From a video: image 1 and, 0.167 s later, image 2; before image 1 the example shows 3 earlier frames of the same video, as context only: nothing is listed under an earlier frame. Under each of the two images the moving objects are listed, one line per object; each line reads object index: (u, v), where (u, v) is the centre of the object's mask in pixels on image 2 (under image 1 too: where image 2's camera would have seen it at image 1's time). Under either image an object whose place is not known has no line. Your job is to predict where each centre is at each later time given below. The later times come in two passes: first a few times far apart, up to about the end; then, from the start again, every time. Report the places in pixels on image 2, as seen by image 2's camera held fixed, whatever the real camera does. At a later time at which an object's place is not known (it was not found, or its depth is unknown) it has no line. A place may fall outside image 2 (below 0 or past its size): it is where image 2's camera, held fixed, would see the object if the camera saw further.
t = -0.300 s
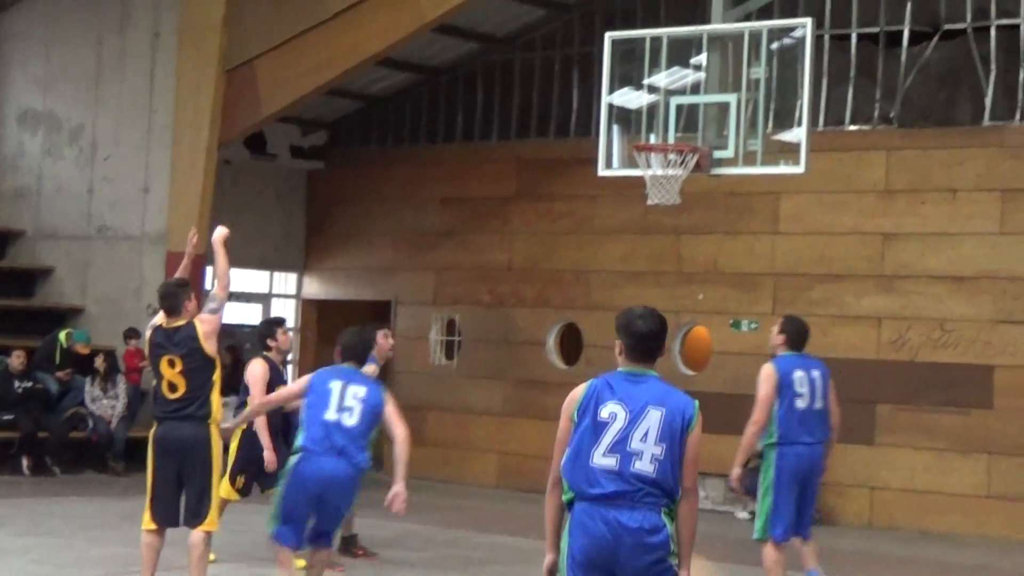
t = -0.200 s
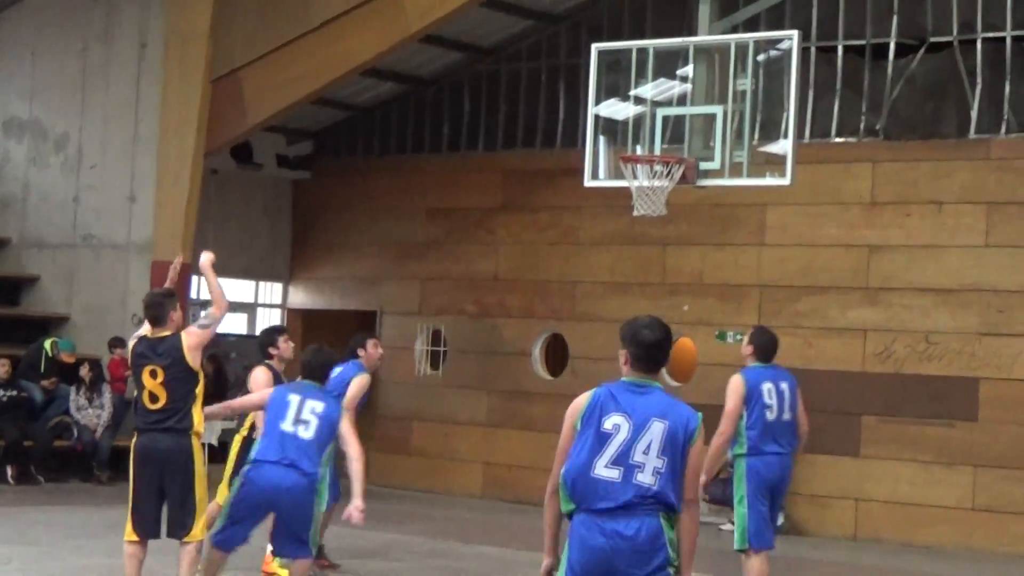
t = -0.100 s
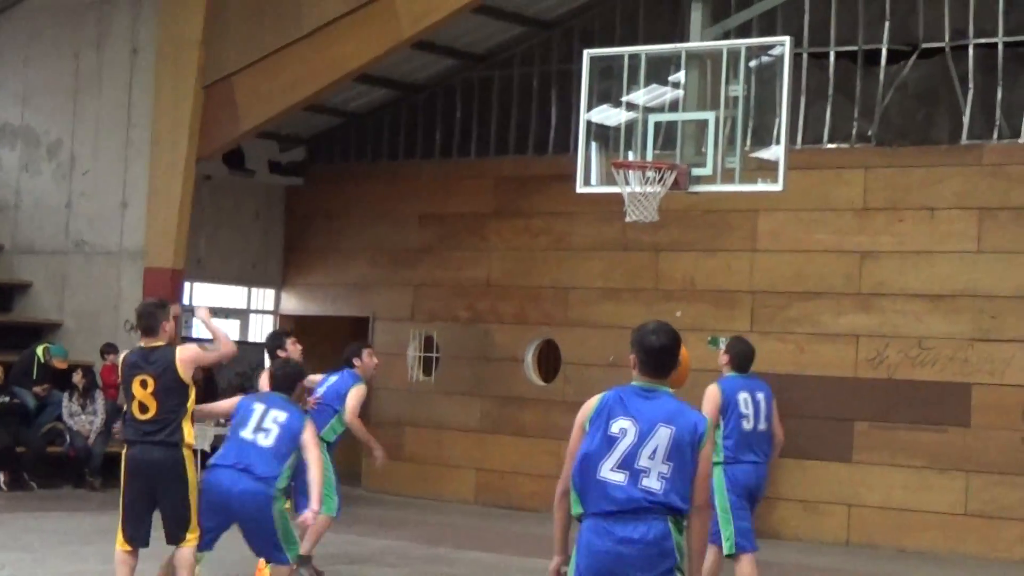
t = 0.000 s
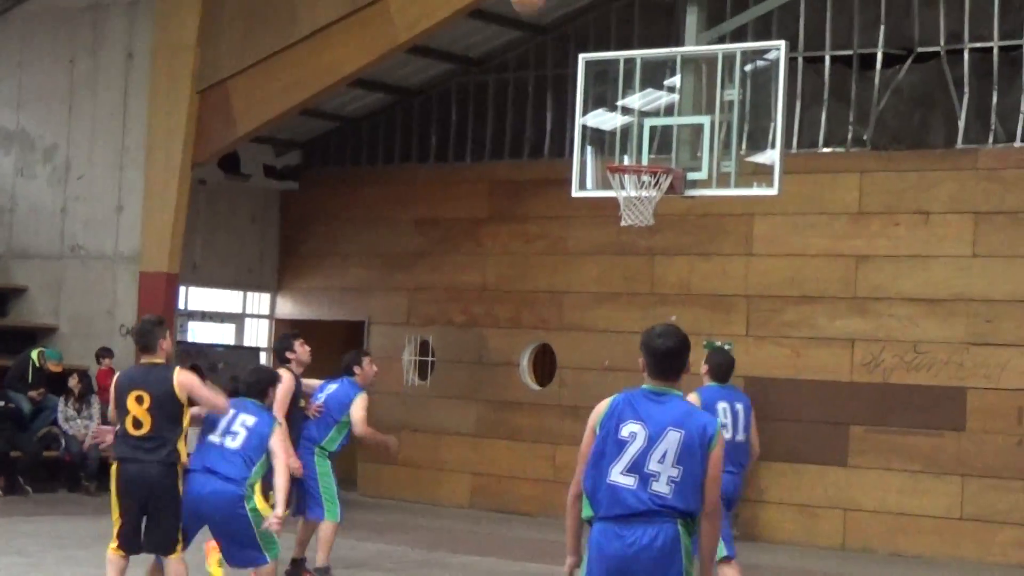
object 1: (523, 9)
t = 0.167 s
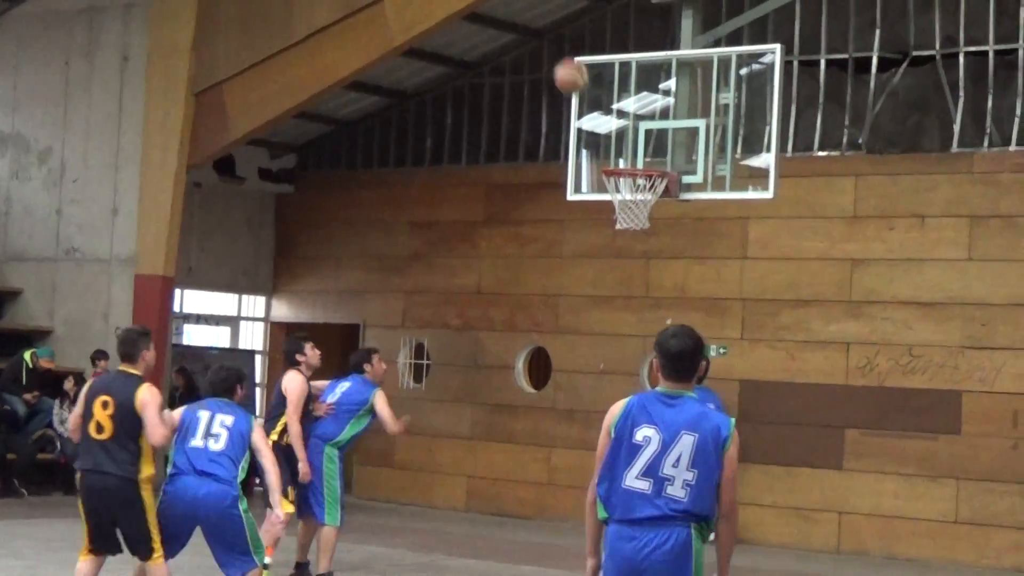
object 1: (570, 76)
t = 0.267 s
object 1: (599, 140)
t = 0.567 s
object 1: (538, 105)
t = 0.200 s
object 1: (580, 95)
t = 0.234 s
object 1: (589, 116)
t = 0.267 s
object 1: (599, 140)
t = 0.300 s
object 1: (603, 154)
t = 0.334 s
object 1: (595, 143)
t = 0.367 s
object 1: (587, 133)
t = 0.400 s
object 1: (578, 124)
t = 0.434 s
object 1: (570, 116)
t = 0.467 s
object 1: (562, 111)
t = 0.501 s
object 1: (554, 108)
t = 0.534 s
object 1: (546, 106)
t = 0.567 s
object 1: (538, 105)
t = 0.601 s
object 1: (529, 106)
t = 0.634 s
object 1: (520, 108)
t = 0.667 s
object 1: (512, 113)
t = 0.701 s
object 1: (502, 118)
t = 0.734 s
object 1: (493, 126)
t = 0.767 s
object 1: (484, 134)
